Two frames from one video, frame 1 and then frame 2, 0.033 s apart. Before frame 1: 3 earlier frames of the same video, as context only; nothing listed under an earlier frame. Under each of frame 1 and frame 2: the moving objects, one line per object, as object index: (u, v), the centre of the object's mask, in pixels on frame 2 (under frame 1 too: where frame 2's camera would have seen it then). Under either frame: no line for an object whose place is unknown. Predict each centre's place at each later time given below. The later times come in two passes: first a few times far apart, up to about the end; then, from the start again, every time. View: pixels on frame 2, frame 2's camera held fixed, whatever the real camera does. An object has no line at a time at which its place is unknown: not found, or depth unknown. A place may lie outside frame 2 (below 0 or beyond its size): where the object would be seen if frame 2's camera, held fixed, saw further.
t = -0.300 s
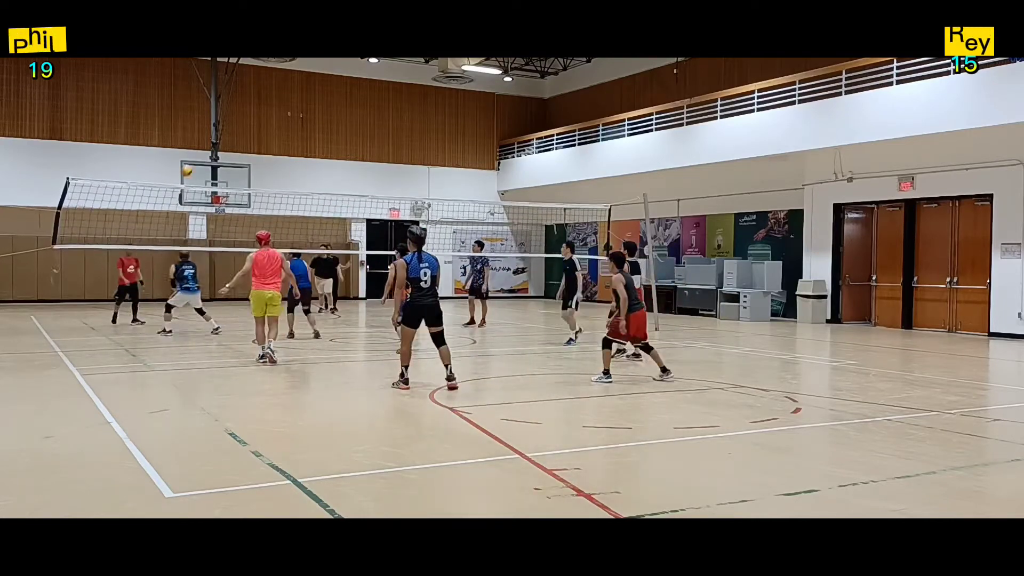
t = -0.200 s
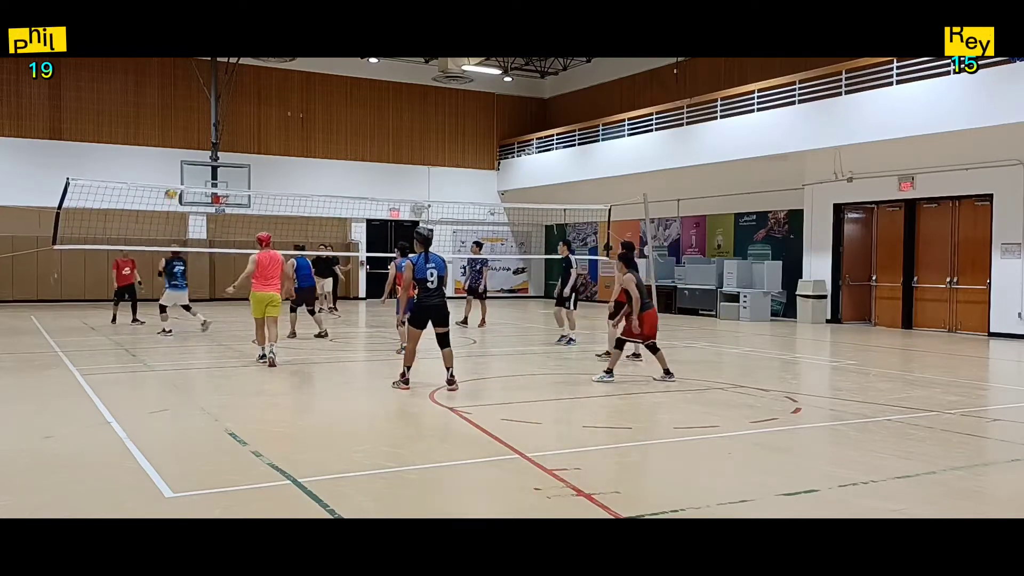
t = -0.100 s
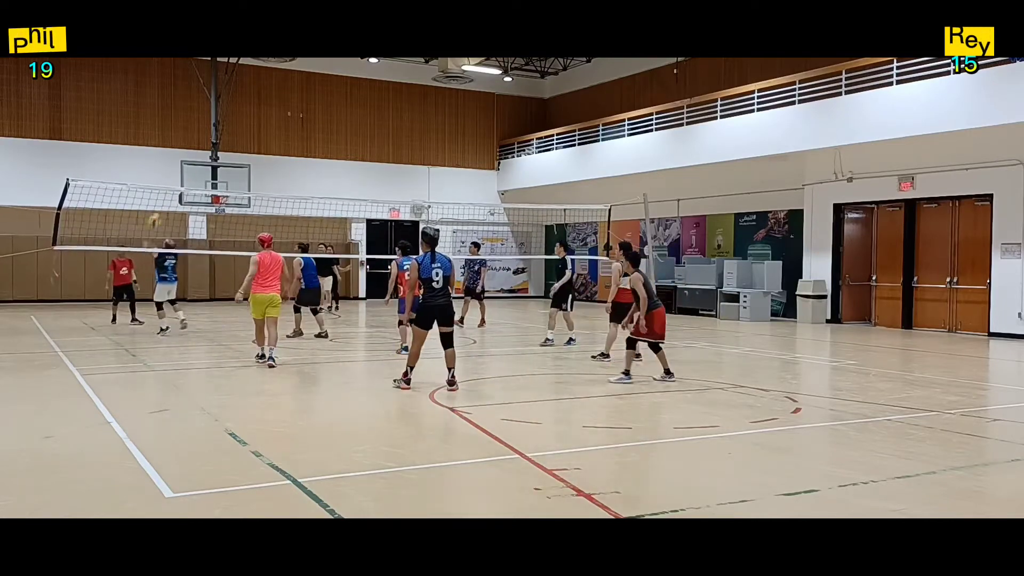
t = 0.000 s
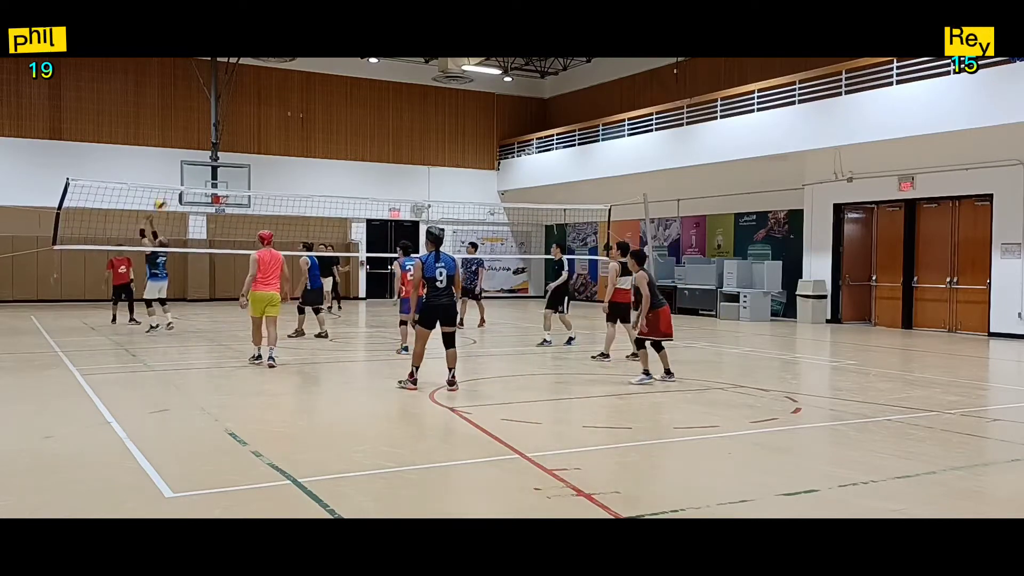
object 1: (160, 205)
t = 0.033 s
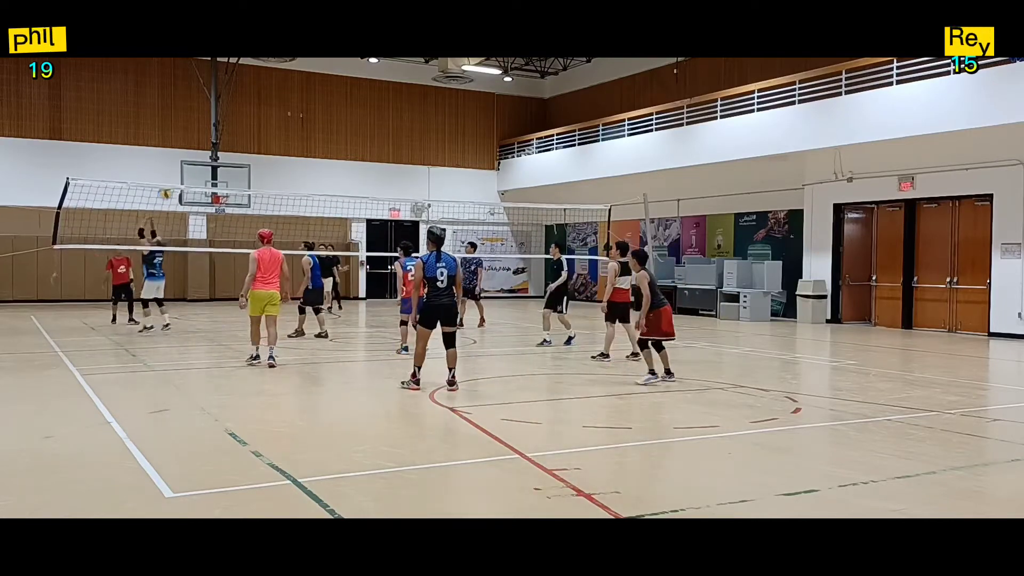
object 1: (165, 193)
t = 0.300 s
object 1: (210, 122)
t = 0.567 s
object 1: (264, 95)
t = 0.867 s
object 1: (336, 134)
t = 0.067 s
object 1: (171, 180)
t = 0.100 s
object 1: (176, 172)
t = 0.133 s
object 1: (181, 162)
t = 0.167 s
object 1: (187, 151)
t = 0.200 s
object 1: (191, 143)
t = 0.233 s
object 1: (197, 136)
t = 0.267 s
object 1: (203, 129)
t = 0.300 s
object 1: (210, 122)
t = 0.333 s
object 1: (215, 116)
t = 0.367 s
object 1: (221, 111)
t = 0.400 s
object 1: (228, 106)
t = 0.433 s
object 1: (235, 102)
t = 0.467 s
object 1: (242, 99)
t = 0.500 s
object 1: (249, 97)
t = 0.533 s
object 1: (256, 95)
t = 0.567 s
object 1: (264, 95)
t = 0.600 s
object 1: (271, 96)
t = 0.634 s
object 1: (279, 96)
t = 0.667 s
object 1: (286, 99)
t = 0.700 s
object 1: (294, 102)
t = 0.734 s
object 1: (302, 106)
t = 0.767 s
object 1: (310, 112)
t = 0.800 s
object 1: (318, 118)
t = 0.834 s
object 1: (327, 125)
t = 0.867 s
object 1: (336, 134)
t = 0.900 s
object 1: (344, 144)
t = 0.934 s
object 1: (352, 155)
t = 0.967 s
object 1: (362, 168)
